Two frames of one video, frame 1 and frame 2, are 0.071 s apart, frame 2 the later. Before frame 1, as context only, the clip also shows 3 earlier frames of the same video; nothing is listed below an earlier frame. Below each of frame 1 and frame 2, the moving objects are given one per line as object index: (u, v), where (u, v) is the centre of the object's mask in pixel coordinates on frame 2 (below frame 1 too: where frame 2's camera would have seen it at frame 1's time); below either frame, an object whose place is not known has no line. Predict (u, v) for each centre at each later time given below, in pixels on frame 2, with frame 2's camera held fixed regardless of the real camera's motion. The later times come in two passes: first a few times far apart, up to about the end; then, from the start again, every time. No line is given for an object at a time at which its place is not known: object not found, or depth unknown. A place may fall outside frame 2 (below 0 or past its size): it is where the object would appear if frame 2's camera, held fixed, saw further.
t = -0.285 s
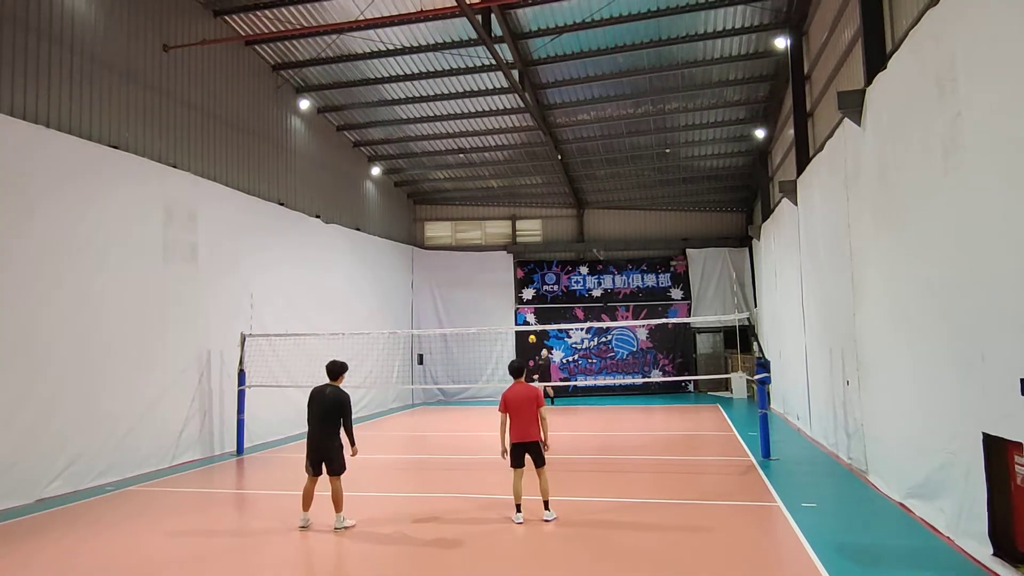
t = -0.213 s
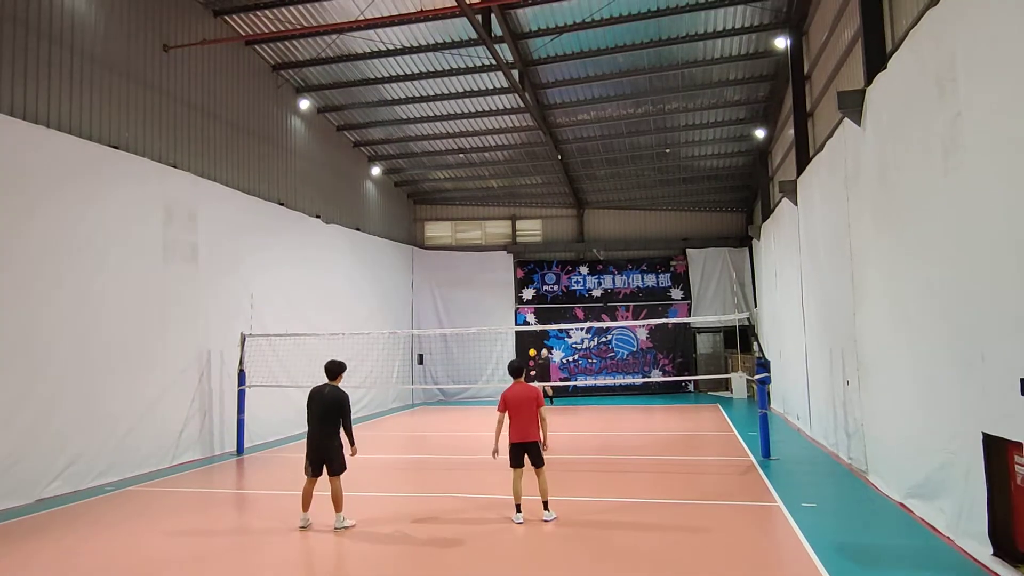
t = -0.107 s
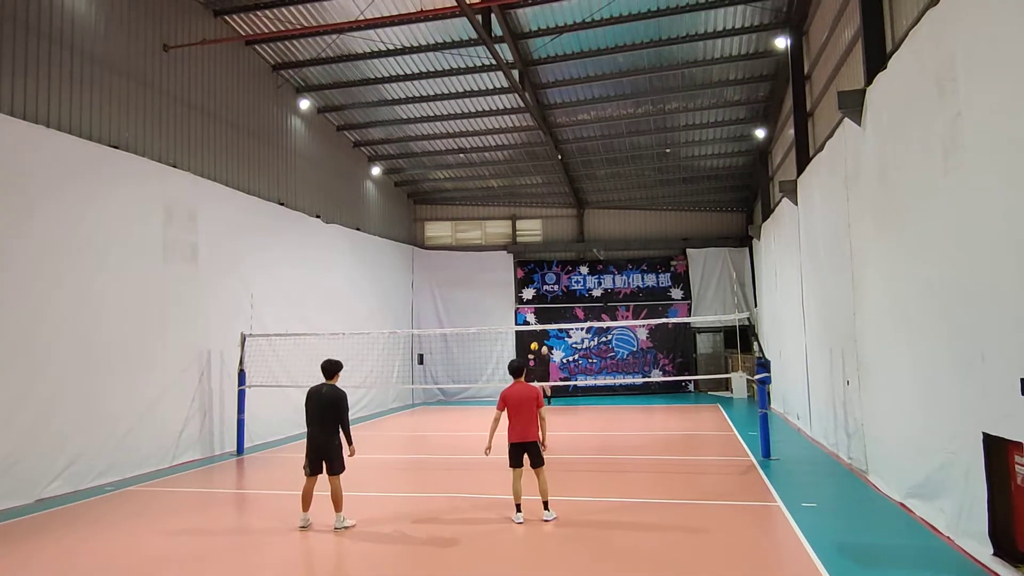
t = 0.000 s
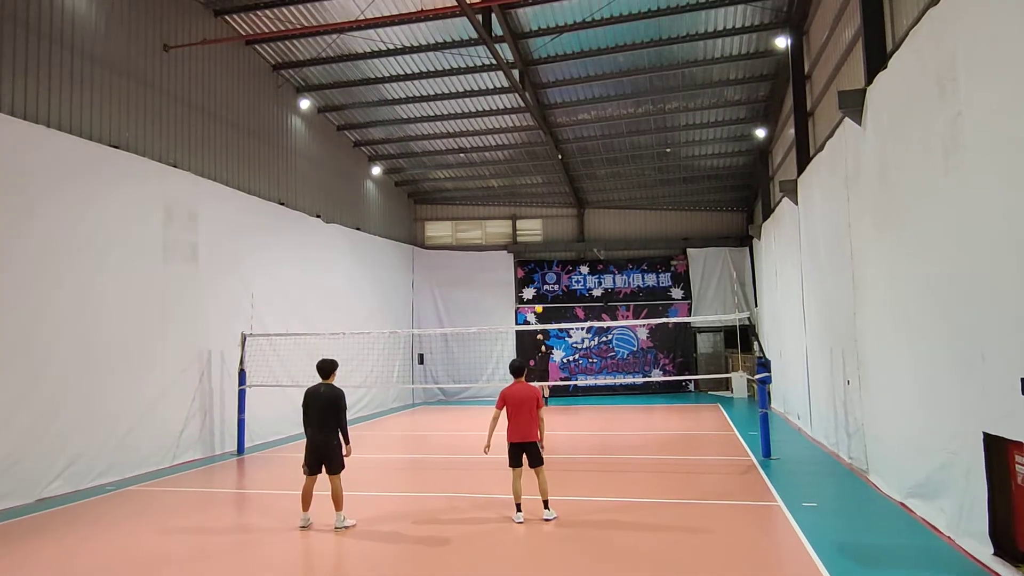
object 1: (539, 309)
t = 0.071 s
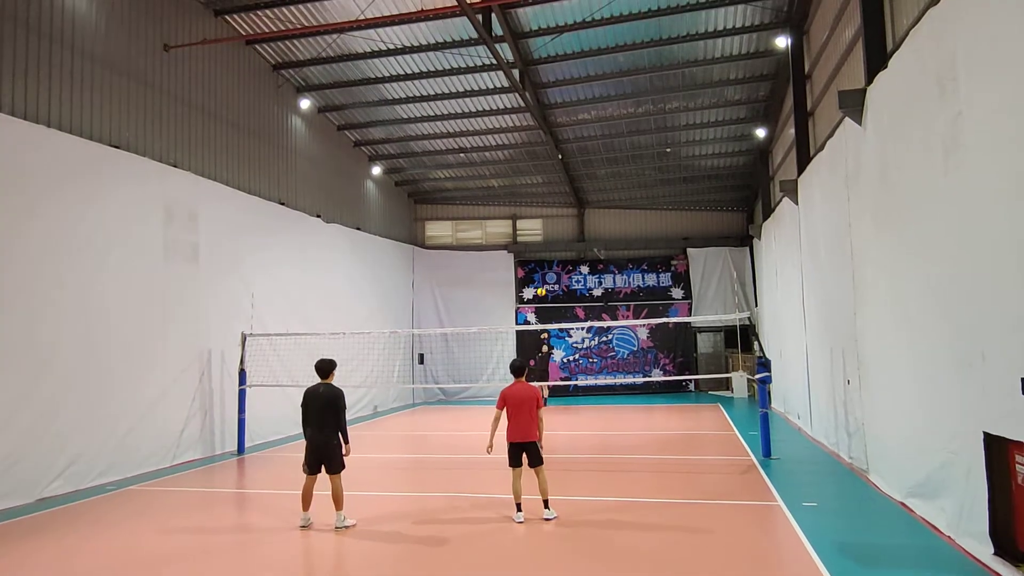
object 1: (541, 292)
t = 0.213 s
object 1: (546, 261)
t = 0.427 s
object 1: (555, 225)
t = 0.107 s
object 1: (542, 284)
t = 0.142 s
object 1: (543, 276)
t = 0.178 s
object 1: (545, 268)
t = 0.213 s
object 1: (546, 261)
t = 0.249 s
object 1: (548, 254)
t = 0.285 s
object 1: (549, 248)
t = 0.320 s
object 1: (550, 242)
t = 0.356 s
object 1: (552, 236)
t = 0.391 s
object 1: (554, 231)
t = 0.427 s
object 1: (555, 225)
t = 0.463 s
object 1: (557, 220)
